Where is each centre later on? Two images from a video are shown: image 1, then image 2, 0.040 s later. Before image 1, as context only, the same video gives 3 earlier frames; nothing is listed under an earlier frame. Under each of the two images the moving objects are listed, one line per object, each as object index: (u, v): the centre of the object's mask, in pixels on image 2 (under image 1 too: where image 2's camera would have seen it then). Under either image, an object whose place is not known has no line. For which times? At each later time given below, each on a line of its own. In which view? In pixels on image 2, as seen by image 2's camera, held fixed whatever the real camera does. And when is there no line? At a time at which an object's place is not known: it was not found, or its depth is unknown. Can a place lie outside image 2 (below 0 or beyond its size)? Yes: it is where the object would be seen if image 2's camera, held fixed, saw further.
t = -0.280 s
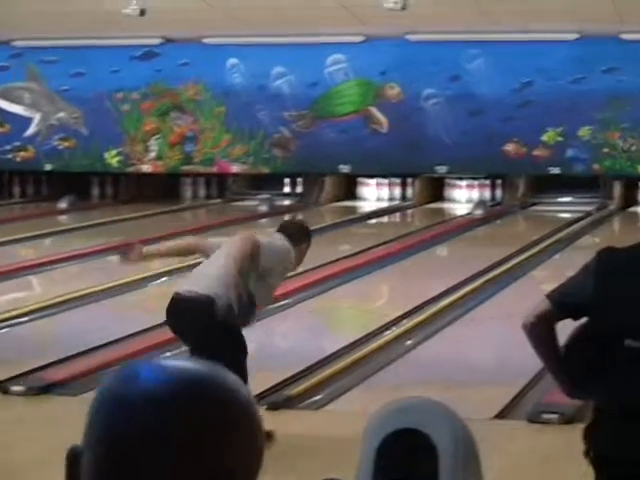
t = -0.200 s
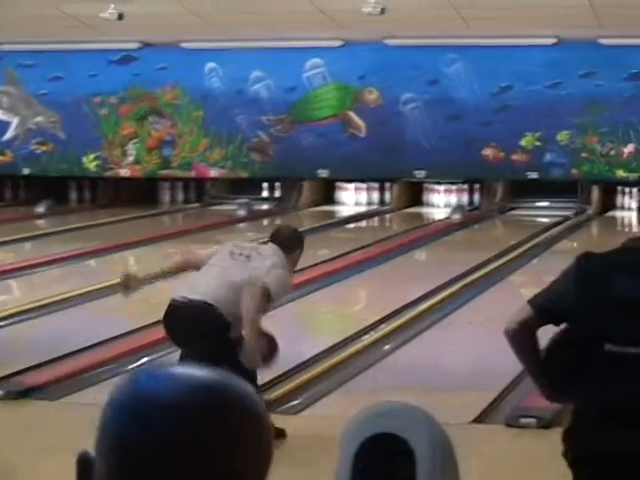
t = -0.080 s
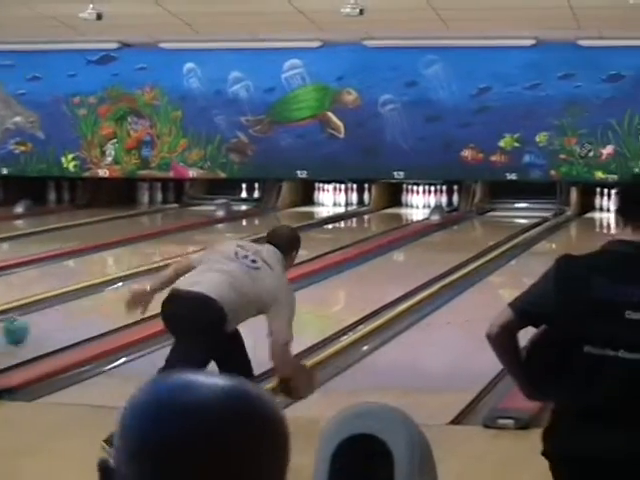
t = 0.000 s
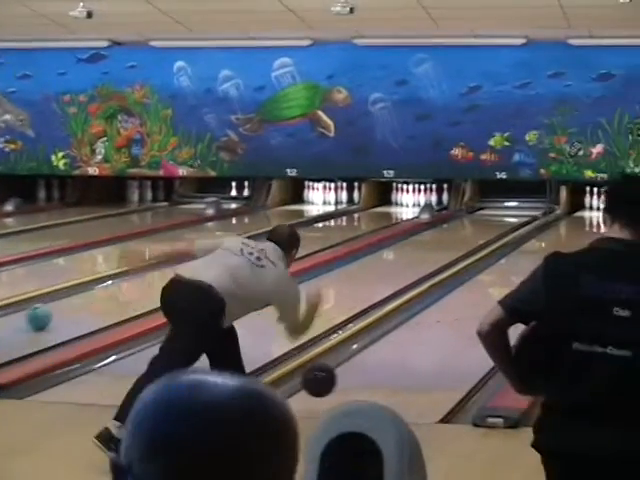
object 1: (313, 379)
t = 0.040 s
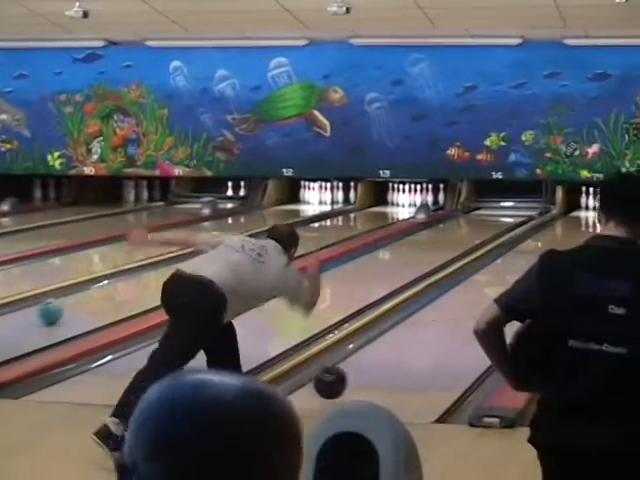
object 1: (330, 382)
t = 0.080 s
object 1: (346, 379)
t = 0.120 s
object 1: (359, 371)
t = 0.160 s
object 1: (373, 365)
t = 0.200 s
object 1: (384, 359)
